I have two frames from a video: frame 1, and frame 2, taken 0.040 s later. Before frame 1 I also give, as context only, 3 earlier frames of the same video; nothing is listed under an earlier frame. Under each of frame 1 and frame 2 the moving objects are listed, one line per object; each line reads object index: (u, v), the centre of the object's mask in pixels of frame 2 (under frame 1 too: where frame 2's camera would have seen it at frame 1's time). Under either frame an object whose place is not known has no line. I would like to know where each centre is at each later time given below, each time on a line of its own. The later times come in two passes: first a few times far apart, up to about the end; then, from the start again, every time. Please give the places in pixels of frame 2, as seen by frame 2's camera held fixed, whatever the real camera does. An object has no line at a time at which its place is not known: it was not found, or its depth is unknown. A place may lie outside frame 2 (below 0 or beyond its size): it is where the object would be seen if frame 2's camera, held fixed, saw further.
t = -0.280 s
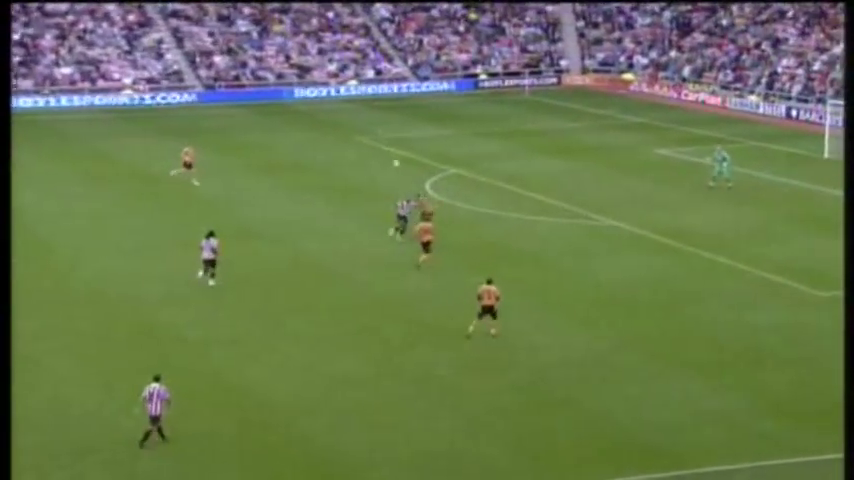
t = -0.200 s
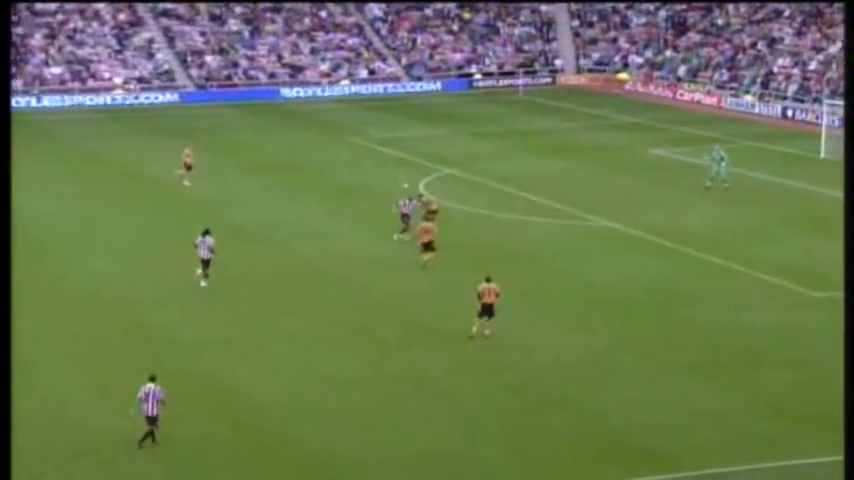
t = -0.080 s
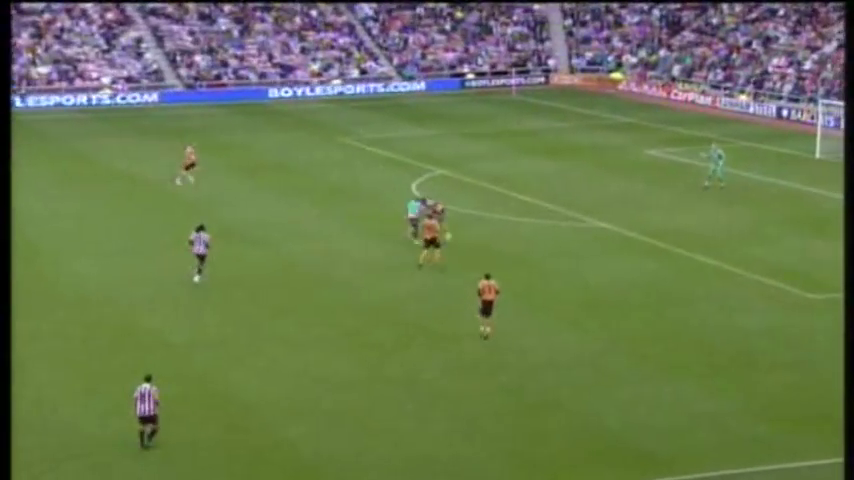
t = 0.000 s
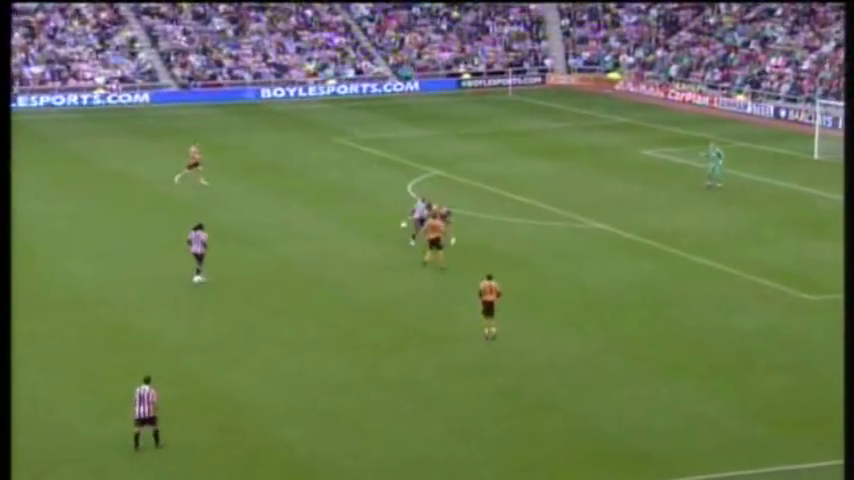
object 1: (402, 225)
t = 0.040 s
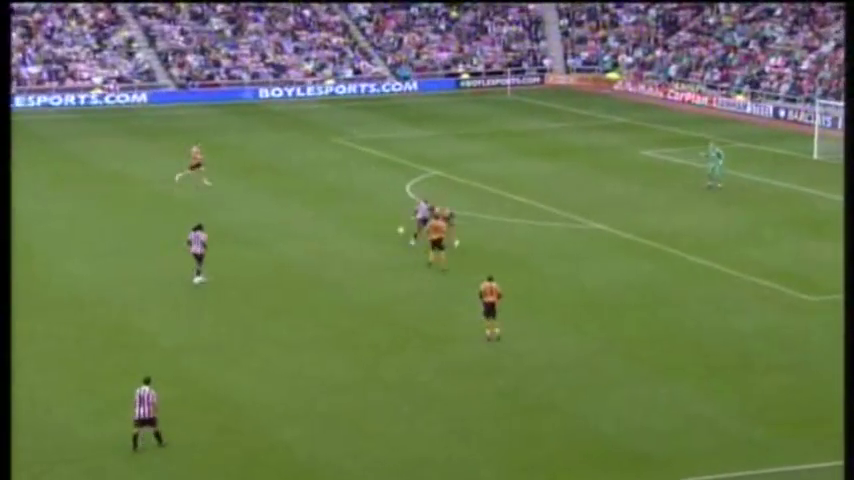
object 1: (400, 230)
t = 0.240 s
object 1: (389, 238)
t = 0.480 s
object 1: (371, 234)
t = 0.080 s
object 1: (398, 236)
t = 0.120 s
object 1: (397, 242)
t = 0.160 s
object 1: (395, 242)
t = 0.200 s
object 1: (392, 240)
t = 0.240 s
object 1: (389, 238)
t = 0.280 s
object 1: (385, 236)
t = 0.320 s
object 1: (382, 235)
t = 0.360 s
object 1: (380, 234)
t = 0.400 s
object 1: (377, 234)
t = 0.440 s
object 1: (375, 234)
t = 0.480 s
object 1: (371, 234)
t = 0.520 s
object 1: (369, 235)
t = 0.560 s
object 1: (366, 236)
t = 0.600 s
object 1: (364, 238)
